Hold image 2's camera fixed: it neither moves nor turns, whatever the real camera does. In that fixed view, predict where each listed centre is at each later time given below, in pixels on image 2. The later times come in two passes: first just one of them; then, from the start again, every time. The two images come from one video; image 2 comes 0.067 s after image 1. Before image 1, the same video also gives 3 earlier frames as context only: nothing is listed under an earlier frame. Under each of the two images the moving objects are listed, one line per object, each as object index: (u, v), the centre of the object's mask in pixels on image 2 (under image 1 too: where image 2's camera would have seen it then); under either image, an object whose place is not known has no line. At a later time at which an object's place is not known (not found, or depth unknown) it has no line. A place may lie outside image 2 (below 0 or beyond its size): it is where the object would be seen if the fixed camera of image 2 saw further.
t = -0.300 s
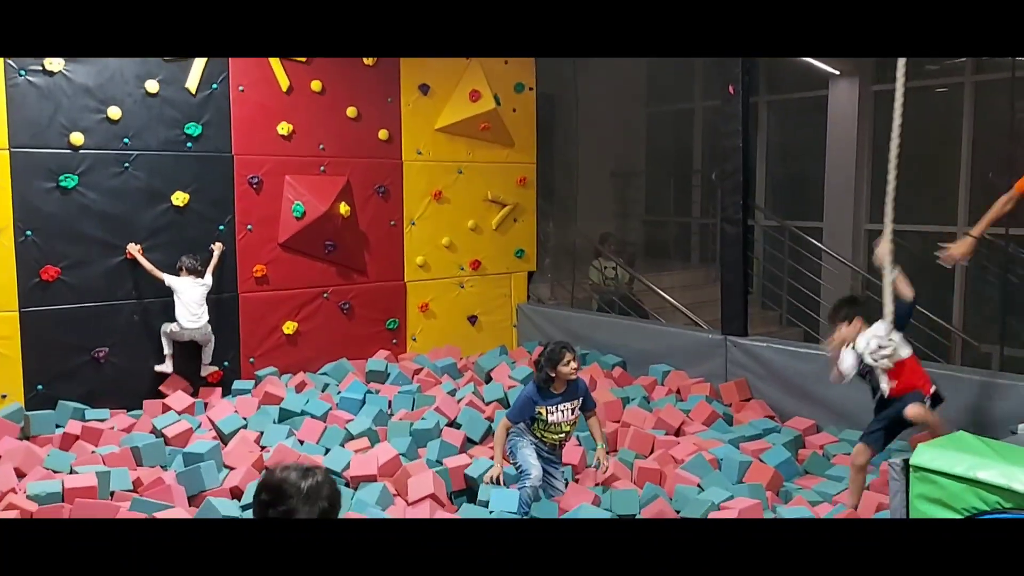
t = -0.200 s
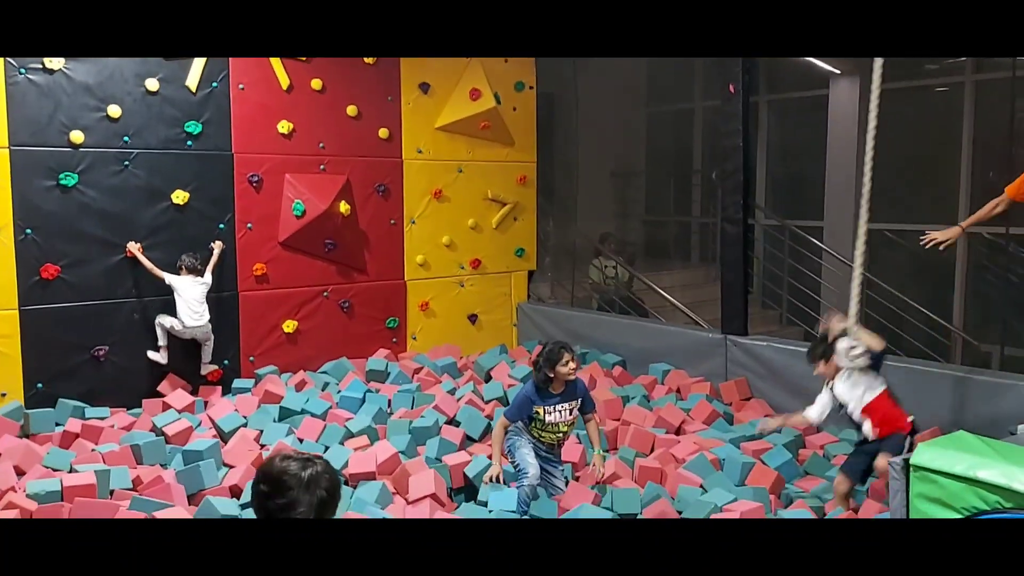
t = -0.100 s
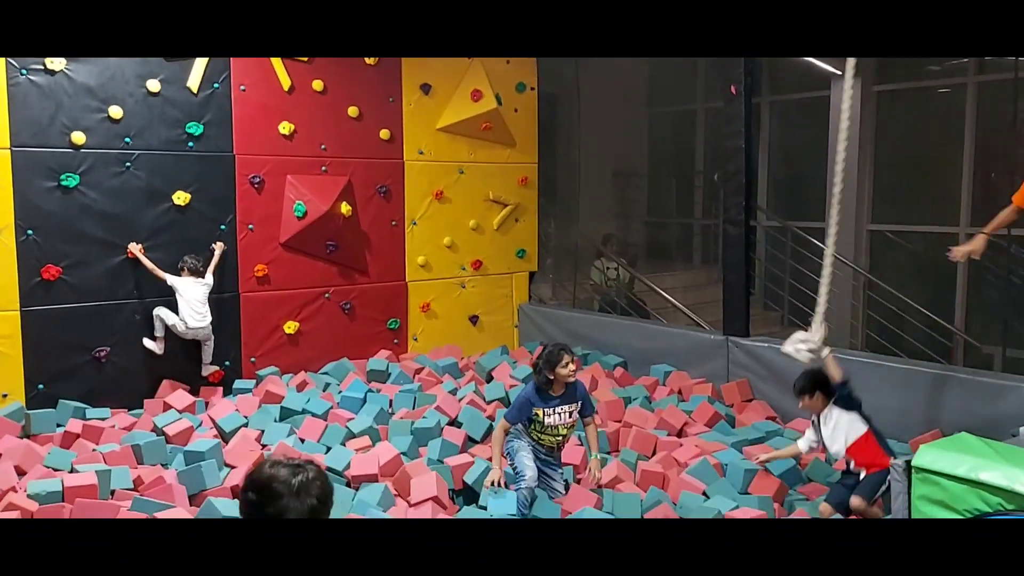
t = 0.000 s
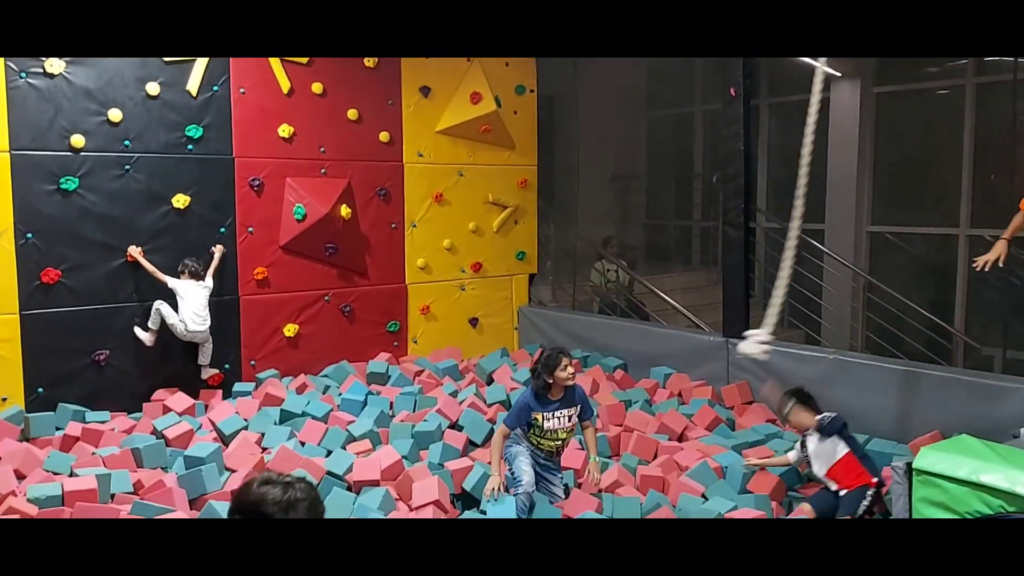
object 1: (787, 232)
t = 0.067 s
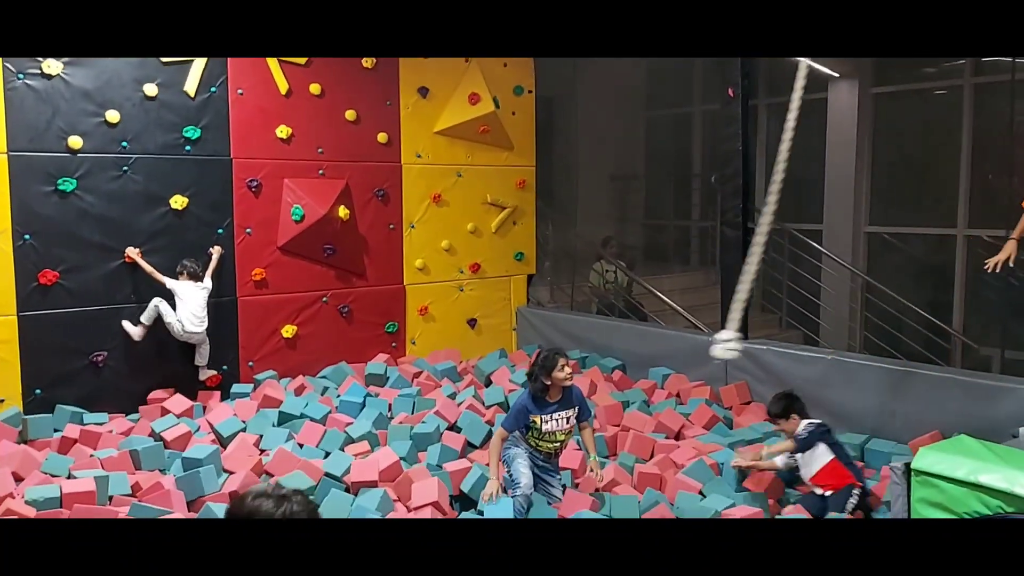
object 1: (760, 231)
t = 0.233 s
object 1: (708, 221)
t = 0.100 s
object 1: (748, 227)
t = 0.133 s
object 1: (737, 227)
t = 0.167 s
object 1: (726, 225)
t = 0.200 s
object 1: (716, 224)
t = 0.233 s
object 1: (708, 221)
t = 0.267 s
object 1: (700, 220)
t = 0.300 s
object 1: (694, 220)
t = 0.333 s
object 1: (688, 219)
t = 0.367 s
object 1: (682, 218)
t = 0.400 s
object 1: (678, 218)
